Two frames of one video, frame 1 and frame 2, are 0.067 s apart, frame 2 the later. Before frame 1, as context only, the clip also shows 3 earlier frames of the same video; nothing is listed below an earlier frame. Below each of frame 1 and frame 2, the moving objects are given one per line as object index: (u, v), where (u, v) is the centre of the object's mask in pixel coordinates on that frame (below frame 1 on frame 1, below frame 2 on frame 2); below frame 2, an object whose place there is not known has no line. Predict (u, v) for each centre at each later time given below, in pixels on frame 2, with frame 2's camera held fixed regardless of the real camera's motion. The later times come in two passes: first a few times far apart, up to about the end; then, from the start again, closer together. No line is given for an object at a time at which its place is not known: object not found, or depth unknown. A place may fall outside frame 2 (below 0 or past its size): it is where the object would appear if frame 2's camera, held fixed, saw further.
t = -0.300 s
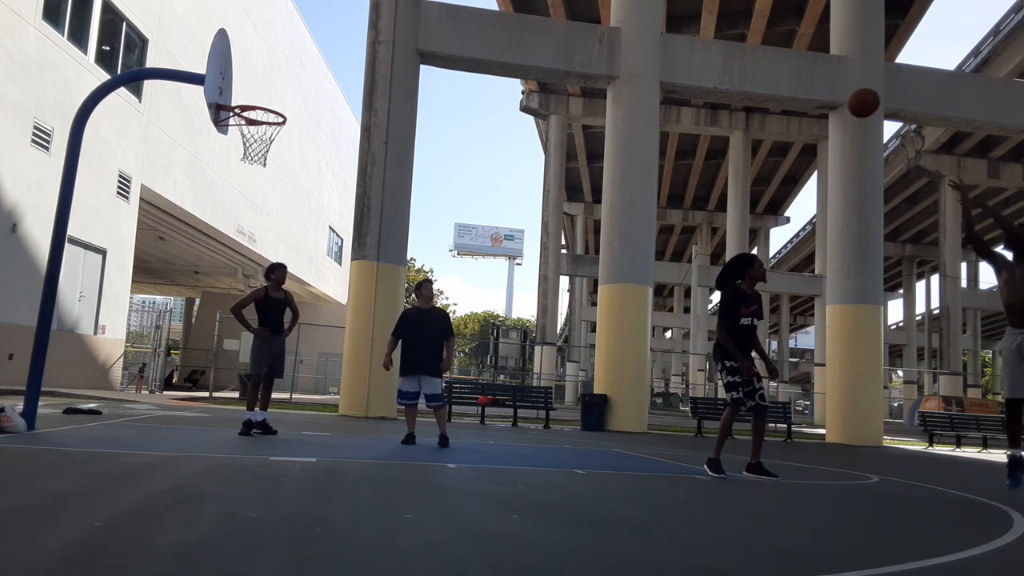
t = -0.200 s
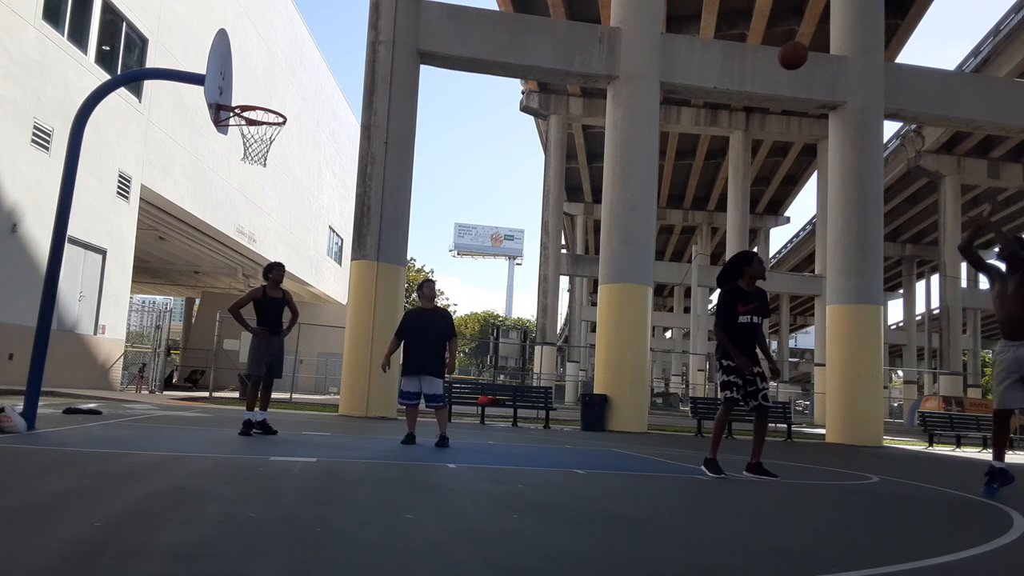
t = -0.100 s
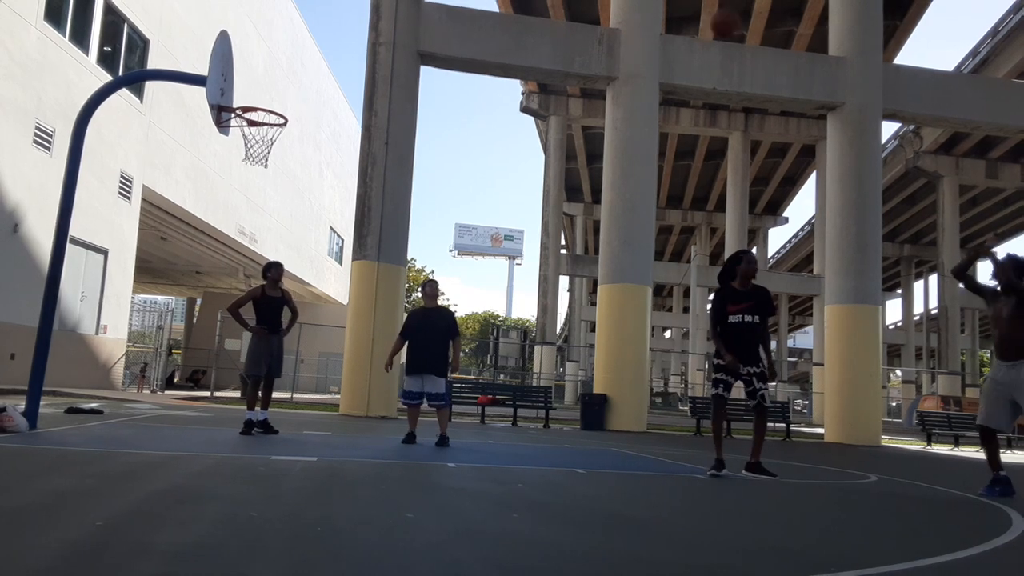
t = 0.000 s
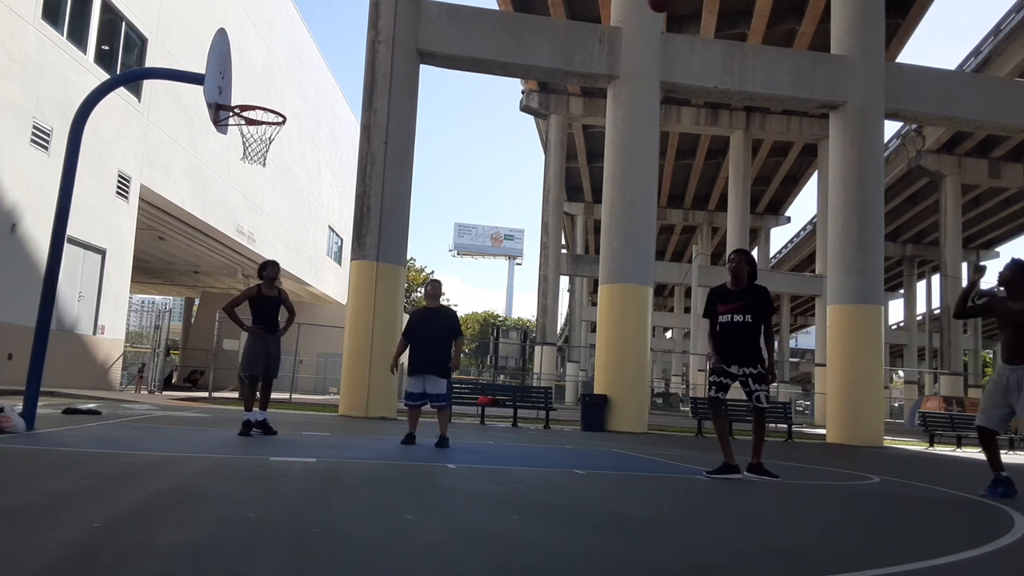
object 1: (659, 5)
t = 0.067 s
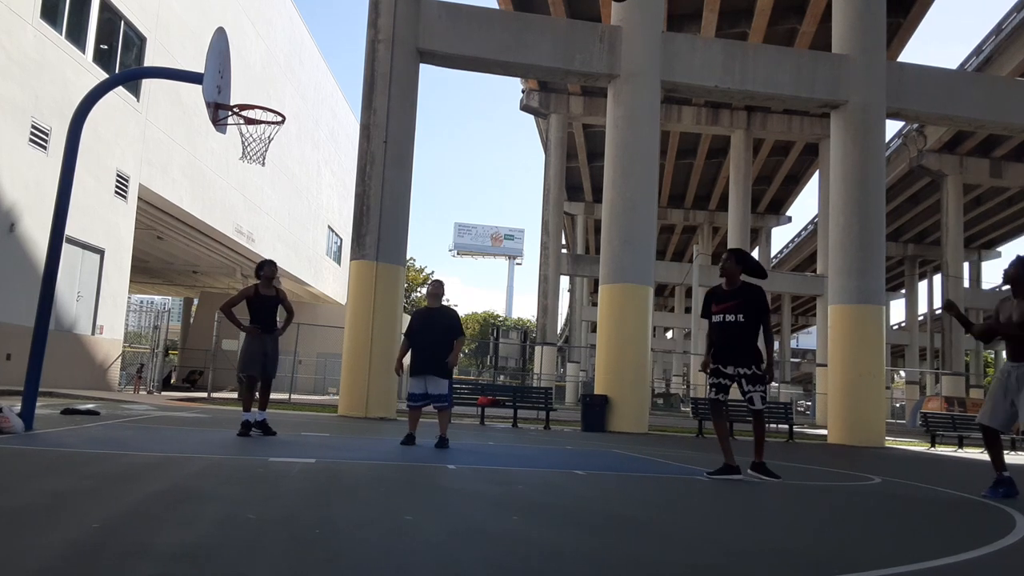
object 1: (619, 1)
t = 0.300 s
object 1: (481, 0)
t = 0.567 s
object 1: (330, 60)
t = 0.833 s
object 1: (243, 136)
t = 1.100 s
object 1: (270, 209)
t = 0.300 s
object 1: (481, 0)
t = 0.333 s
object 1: (461, 2)
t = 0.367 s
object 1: (442, 6)
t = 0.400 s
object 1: (424, 10)
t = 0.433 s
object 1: (405, 17)
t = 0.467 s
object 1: (386, 26)
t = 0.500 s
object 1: (367, 37)
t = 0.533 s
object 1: (349, 48)
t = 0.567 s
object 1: (330, 60)
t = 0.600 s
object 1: (311, 73)
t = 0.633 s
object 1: (292, 88)
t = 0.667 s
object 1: (274, 103)
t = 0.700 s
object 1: (258, 116)
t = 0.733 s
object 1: (246, 118)
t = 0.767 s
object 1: (240, 123)
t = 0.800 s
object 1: (241, 130)
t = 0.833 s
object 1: (243, 136)
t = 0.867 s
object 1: (247, 141)
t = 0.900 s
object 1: (251, 148)
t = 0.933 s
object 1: (254, 155)
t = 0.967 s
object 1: (258, 164)
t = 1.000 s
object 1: (261, 173)
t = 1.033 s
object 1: (265, 184)
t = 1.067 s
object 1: (268, 196)
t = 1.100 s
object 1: (270, 209)
